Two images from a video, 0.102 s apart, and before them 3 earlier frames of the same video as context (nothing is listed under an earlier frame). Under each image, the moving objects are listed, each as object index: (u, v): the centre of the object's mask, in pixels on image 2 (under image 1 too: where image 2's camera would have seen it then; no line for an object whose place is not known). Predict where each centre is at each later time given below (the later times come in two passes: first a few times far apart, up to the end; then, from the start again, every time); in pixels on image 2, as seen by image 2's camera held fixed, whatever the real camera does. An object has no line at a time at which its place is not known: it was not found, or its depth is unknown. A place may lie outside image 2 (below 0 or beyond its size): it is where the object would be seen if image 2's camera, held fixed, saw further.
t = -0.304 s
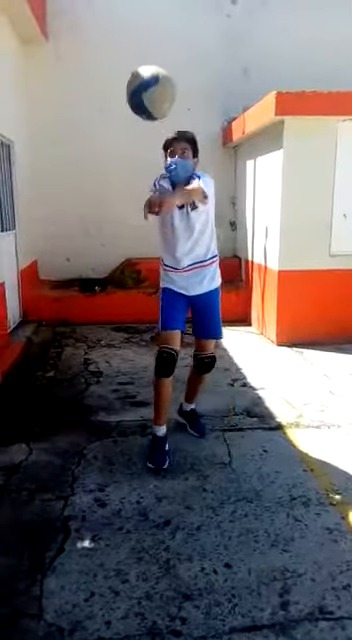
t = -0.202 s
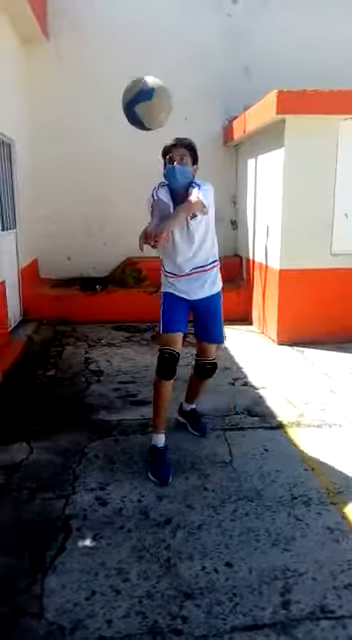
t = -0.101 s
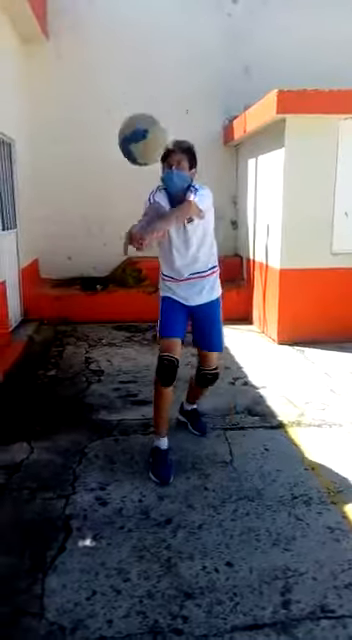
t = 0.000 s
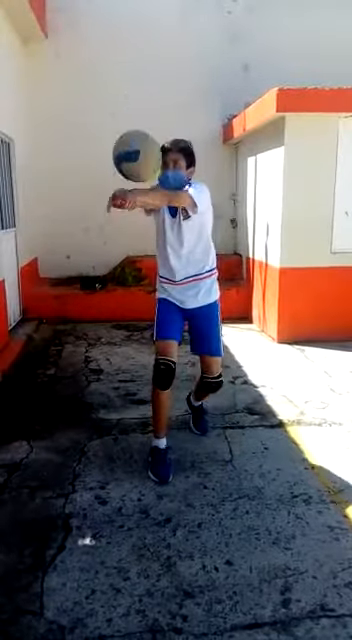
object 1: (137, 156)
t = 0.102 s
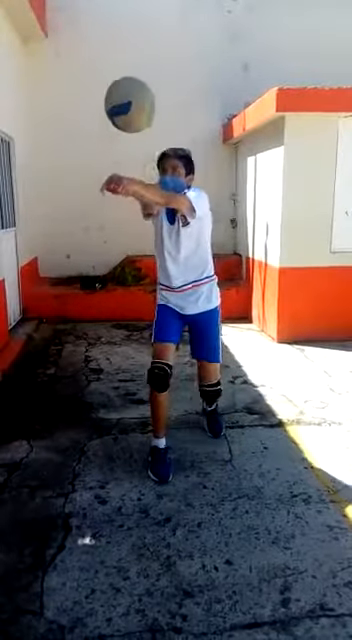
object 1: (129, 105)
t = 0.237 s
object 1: (120, 72)
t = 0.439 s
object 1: (107, 115)
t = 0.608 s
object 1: (99, 241)
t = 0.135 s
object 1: (127, 92)
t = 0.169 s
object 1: (125, 83)
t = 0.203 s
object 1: (122, 76)
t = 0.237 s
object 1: (120, 72)
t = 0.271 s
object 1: (117, 71)
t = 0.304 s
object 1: (115, 74)
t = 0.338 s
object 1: (113, 79)
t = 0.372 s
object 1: (111, 88)
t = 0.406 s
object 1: (109, 100)
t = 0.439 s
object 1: (107, 115)
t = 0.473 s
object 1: (105, 135)
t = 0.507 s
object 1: (104, 156)
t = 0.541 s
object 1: (102, 182)
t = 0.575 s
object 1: (100, 209)
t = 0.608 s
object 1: (99, 241)
